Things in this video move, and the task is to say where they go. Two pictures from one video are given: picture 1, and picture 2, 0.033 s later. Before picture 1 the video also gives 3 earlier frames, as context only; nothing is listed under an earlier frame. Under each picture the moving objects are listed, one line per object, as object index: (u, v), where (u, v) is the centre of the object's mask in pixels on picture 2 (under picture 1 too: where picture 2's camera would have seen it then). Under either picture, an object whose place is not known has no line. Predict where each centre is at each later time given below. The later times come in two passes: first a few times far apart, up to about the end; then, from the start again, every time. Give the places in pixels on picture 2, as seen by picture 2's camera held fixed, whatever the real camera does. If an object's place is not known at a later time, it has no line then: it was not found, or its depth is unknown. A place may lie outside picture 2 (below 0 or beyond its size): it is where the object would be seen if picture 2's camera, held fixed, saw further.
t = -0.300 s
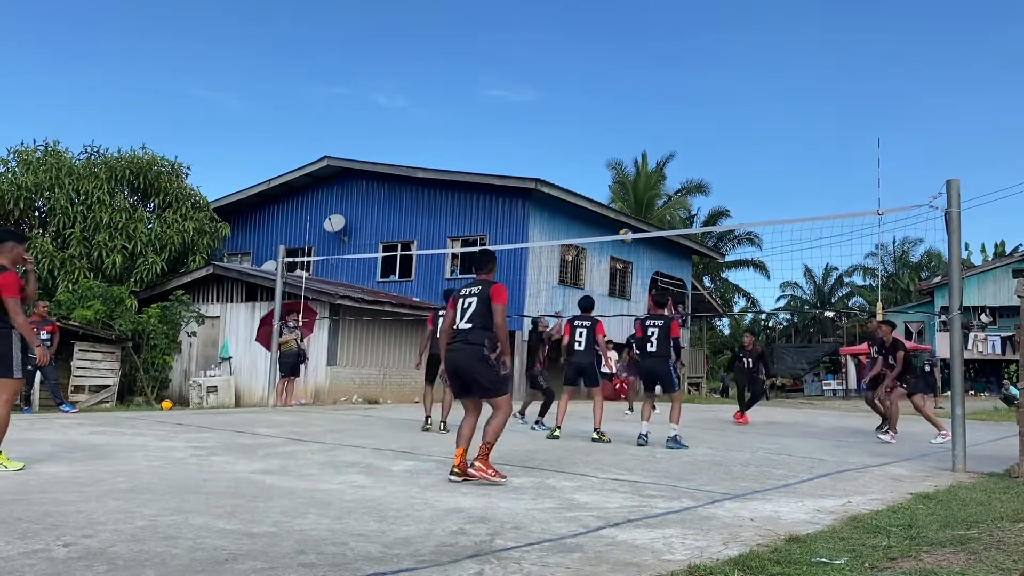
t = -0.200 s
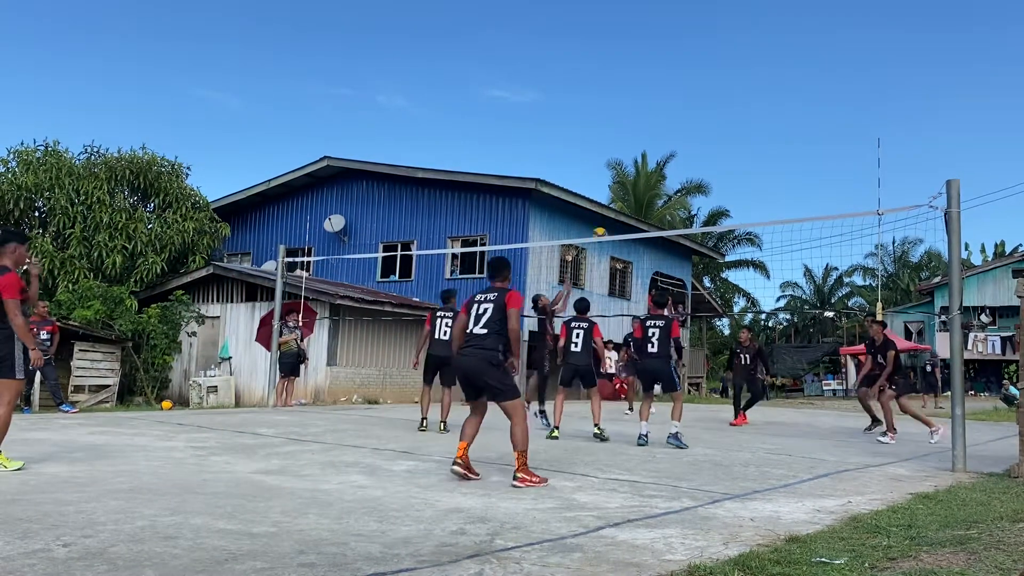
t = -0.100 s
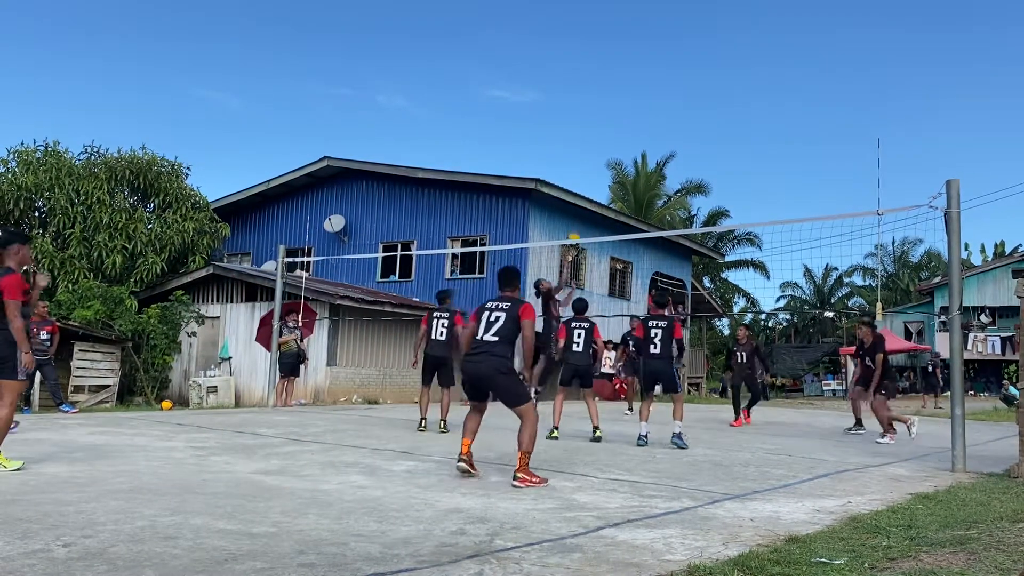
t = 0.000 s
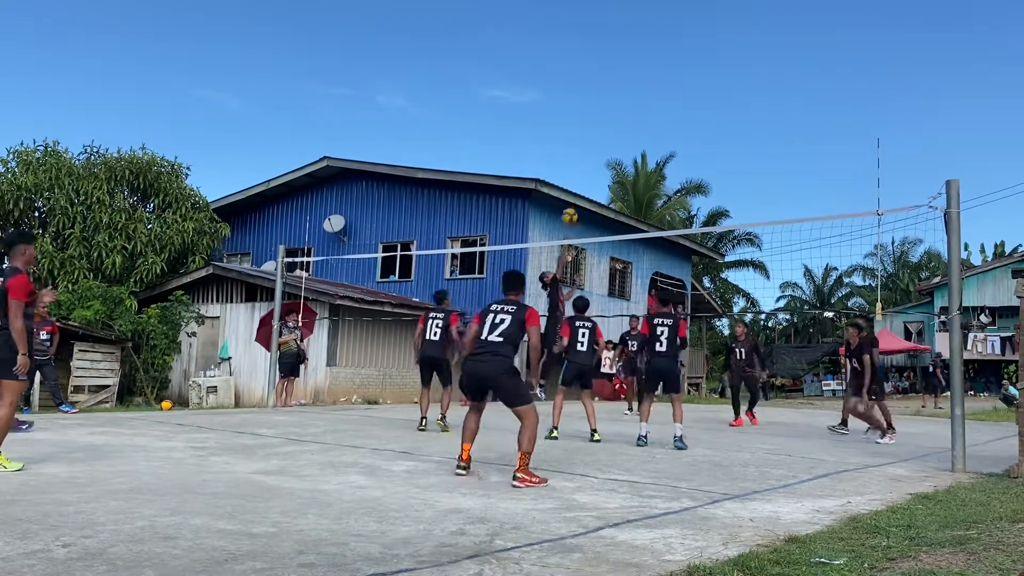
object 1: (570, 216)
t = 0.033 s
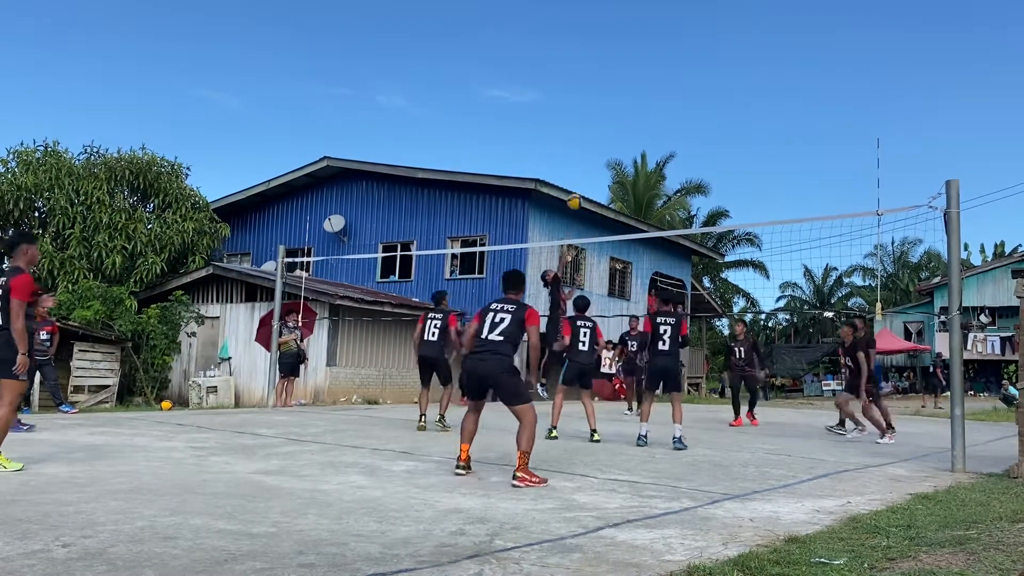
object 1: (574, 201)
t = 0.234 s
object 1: (605, 130)
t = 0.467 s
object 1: (640, 83)
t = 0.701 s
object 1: (674, 75)
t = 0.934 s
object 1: (707, 105)
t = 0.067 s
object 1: (580, 188)
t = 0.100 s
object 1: (585, 175)
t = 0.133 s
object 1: (590, 162)
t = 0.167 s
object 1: (595, 151)
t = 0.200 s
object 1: (600, 140)
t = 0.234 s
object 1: (605, 130)
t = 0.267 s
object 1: (610, 121)
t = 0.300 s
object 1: (615, 112)
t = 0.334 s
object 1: (620, 105)
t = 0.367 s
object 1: (625, 99)
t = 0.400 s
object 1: (630, 93)
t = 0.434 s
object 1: (635, 87)
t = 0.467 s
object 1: (640, 83)
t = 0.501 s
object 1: (645, 79)
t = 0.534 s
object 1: (650, 76)
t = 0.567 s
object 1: (654, 74)
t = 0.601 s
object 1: (660, 73)
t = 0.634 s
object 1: (664, 73)
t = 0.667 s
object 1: (669, 73)
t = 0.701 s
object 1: (674, 75)
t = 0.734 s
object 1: (679, 76)
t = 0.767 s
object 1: (684, 79)
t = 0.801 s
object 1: (688, 82)
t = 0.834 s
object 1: (693, 87)
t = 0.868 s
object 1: (697, 92)
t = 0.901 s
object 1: (702, 98)
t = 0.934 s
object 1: (707, 105)
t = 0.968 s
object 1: (712, 113)
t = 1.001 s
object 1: (717, 121)
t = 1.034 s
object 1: (721, 130)
